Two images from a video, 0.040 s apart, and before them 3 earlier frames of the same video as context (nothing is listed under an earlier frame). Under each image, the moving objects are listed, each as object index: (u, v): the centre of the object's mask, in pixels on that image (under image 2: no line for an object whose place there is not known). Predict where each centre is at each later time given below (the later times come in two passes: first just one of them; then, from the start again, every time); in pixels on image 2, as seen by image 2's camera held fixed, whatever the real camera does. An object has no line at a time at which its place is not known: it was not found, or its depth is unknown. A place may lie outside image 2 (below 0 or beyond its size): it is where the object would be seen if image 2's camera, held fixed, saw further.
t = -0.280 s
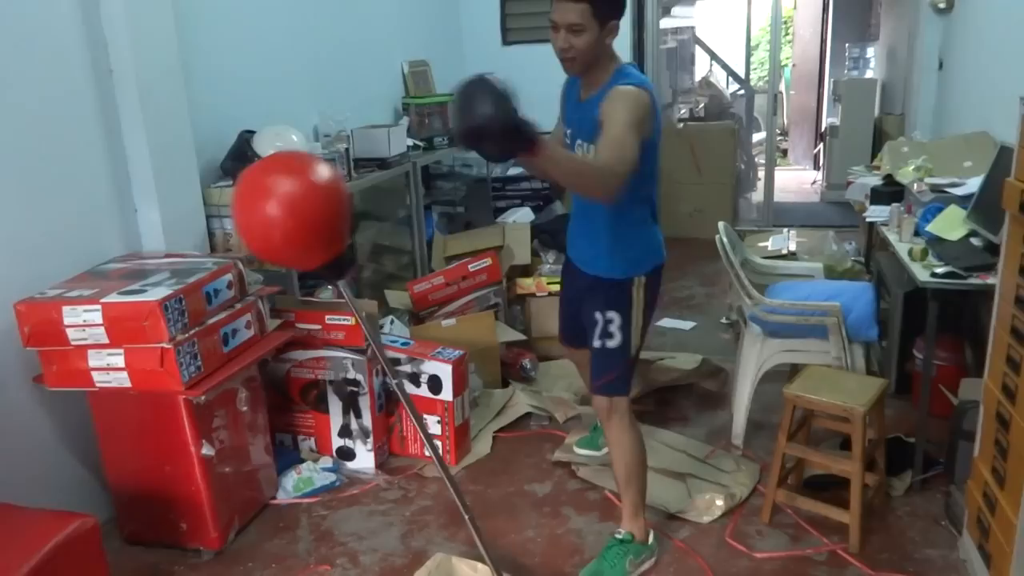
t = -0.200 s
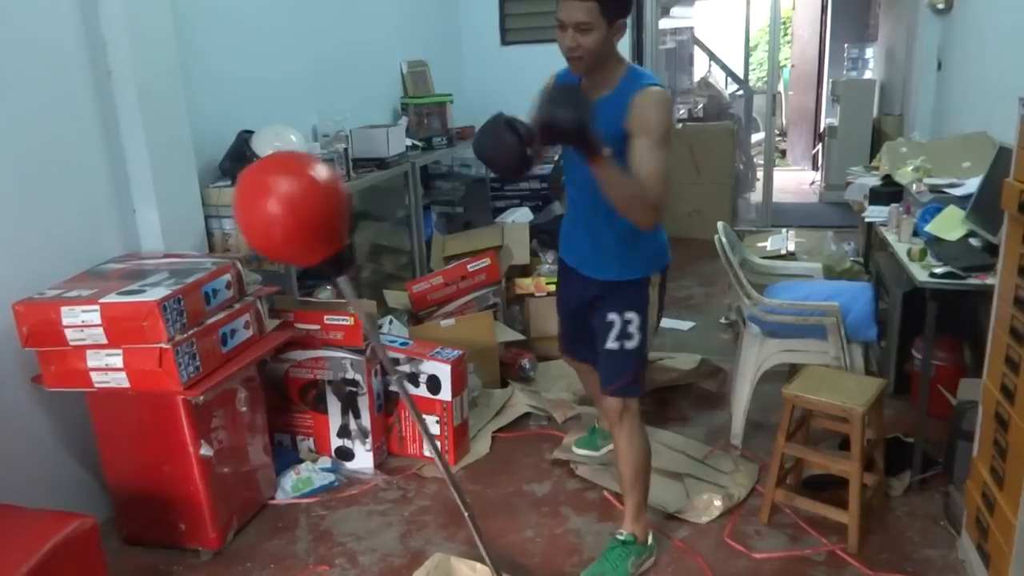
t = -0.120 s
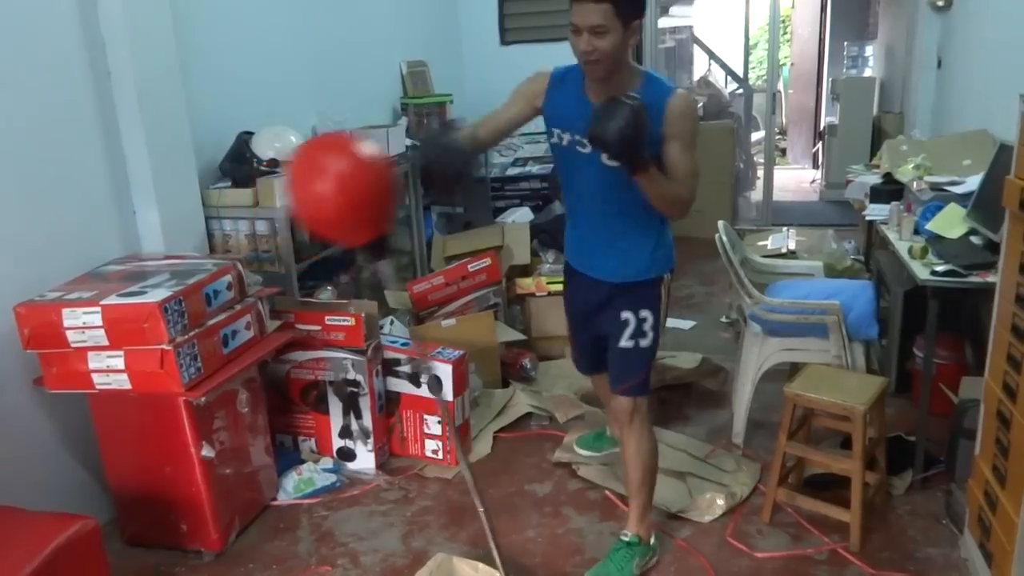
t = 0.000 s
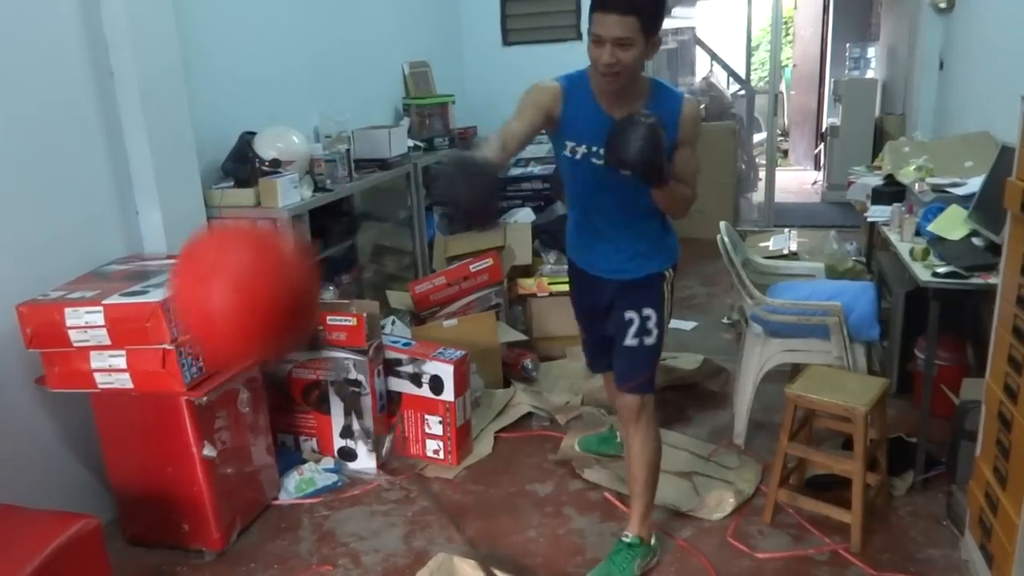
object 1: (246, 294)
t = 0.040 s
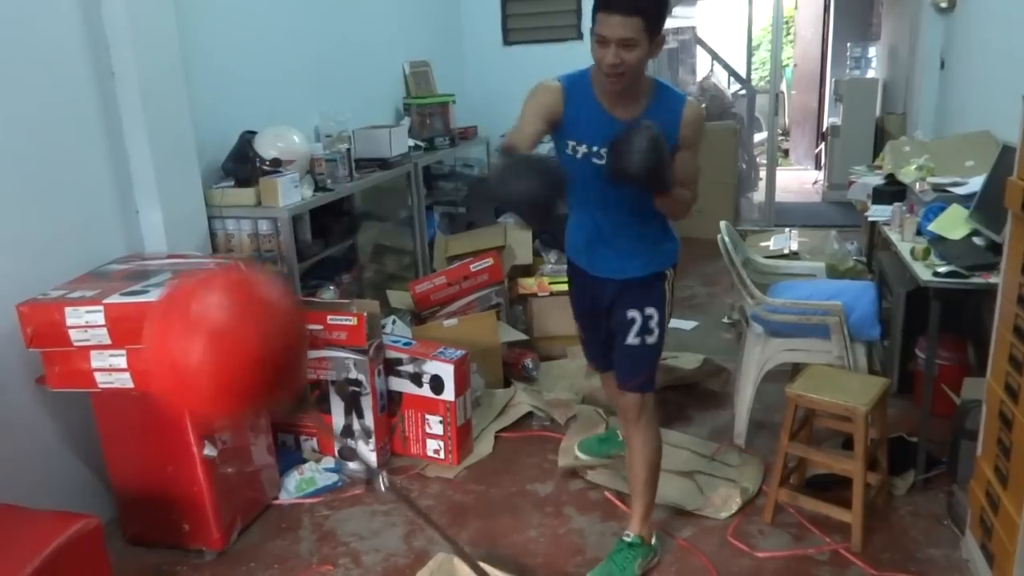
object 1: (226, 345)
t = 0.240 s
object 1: (416, 299)
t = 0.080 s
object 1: (228, 397)
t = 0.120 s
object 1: (251, 413)
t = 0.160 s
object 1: (296, 399)
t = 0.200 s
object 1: (348, 358)
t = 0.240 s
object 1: (416, 299)
